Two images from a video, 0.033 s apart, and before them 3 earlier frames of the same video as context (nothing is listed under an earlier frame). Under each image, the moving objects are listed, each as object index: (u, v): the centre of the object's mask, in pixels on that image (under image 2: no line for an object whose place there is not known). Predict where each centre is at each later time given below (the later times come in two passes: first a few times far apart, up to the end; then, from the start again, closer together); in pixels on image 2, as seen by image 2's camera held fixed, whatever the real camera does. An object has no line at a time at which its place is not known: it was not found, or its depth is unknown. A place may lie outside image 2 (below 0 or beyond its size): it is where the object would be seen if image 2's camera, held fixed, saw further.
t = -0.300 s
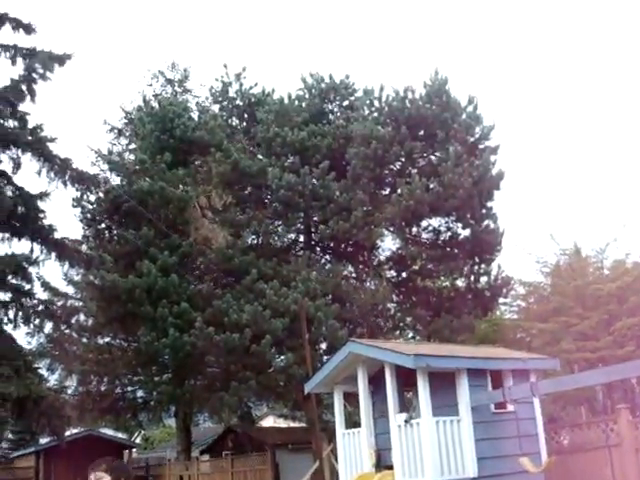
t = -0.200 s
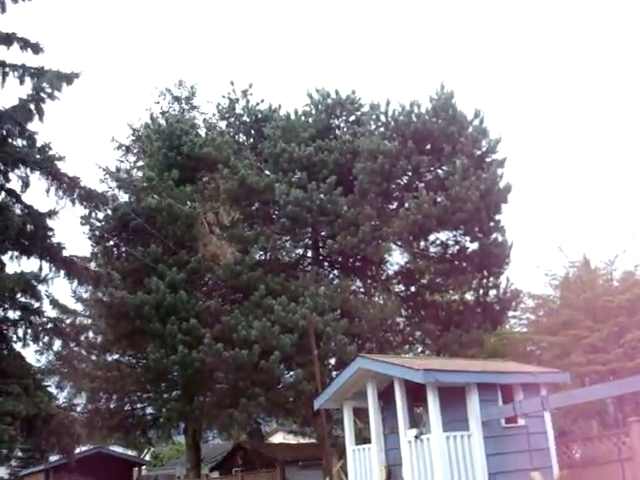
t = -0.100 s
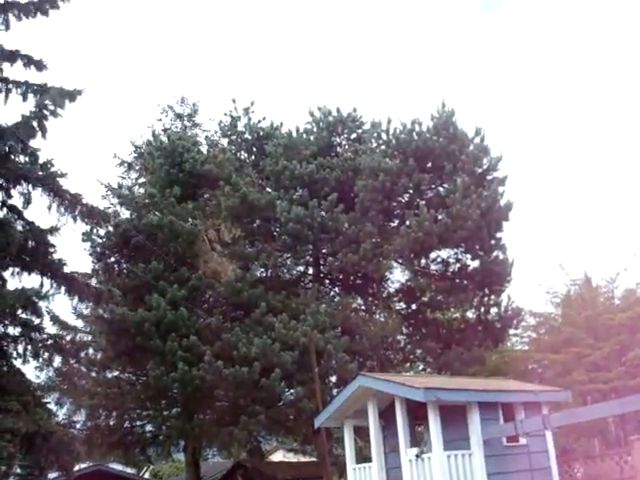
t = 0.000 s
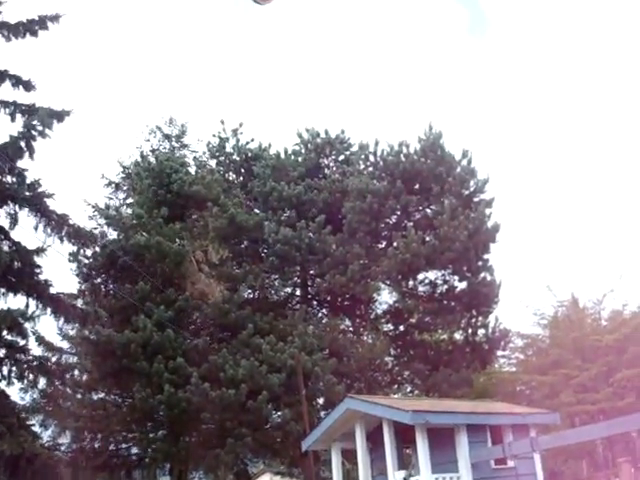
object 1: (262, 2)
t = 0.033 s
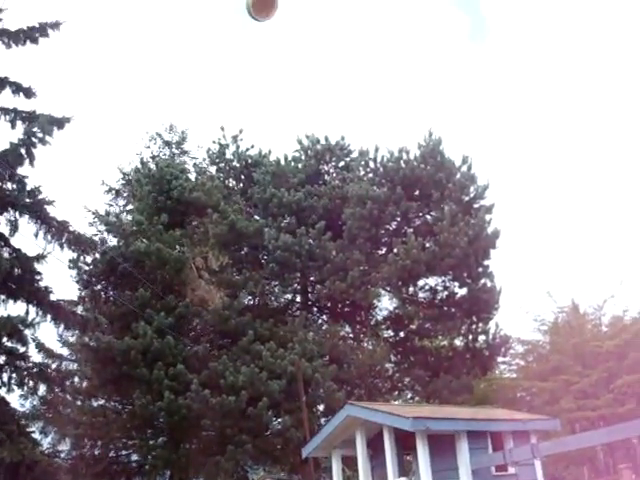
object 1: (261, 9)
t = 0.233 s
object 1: (258, 98)
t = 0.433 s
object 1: (264, 275)
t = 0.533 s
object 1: (273, 418)
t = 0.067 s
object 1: (260, 15)
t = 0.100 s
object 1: (259, 28)
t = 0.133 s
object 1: (258, 42)
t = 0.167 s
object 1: (257, 59)
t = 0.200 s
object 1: (257, 77)
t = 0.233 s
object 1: (258, 98)
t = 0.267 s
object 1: (259, 122)
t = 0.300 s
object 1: (261, 149)
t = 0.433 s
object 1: (264, 275)
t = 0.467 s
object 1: (267, 317)
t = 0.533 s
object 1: (273, 418)
